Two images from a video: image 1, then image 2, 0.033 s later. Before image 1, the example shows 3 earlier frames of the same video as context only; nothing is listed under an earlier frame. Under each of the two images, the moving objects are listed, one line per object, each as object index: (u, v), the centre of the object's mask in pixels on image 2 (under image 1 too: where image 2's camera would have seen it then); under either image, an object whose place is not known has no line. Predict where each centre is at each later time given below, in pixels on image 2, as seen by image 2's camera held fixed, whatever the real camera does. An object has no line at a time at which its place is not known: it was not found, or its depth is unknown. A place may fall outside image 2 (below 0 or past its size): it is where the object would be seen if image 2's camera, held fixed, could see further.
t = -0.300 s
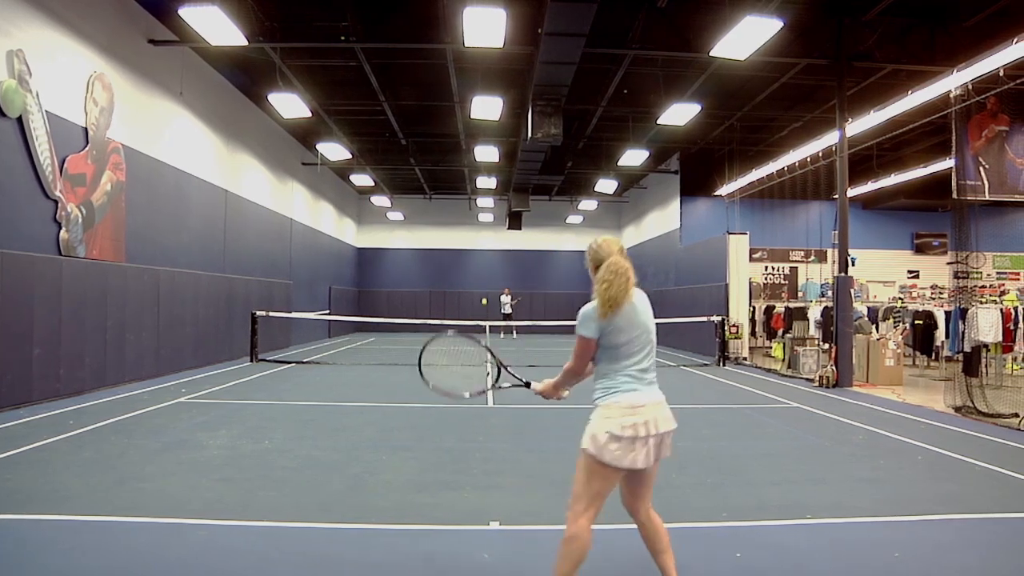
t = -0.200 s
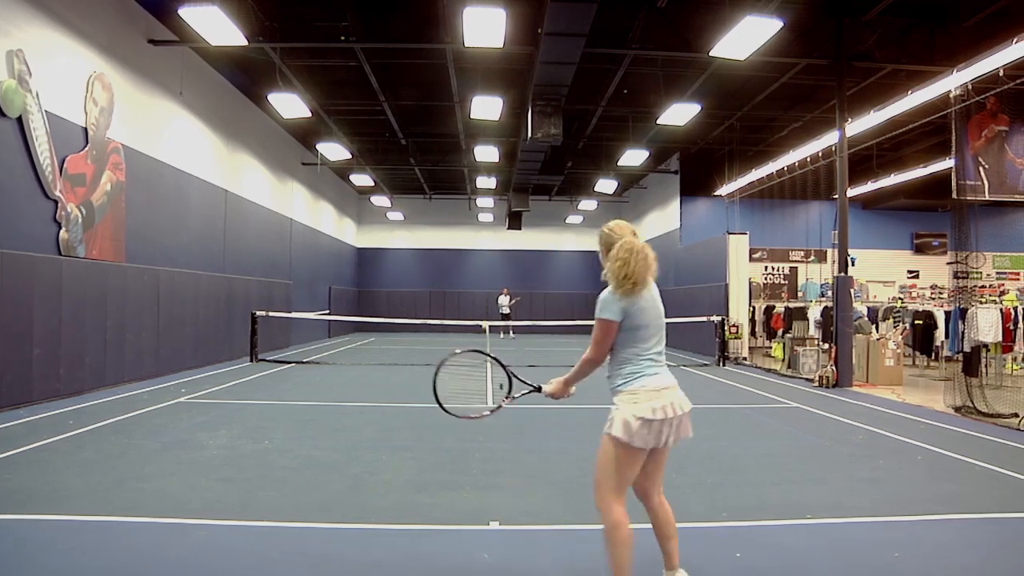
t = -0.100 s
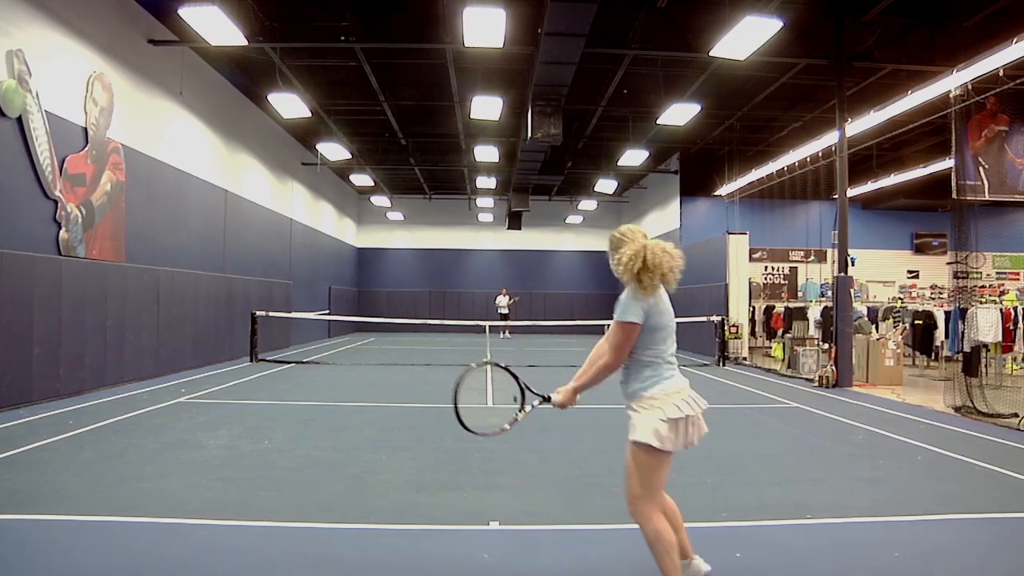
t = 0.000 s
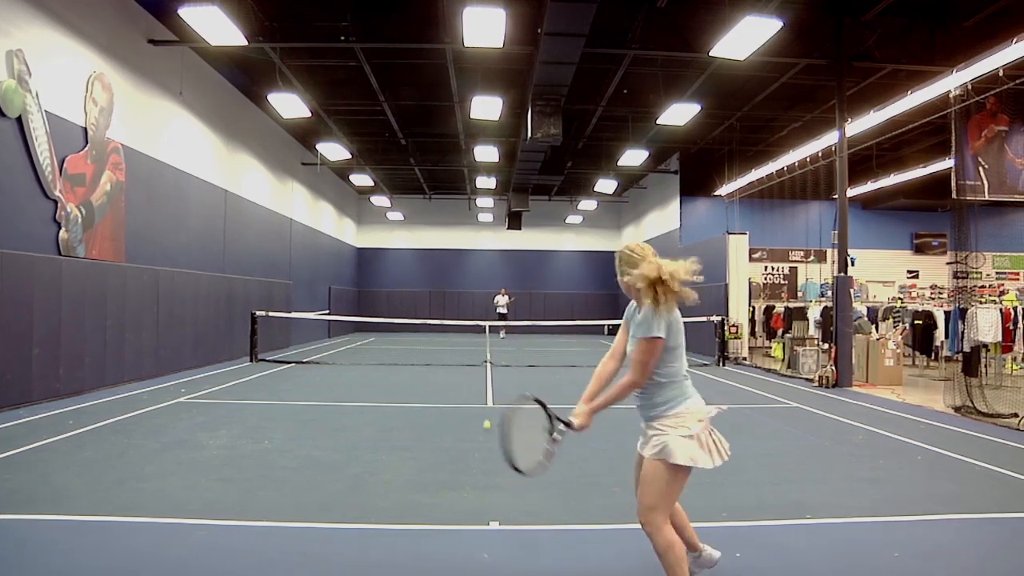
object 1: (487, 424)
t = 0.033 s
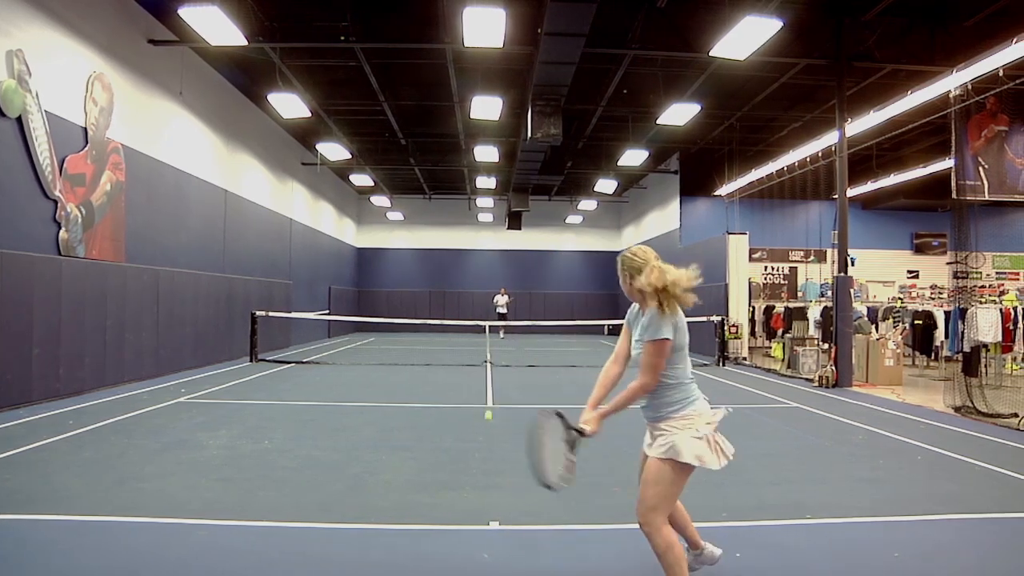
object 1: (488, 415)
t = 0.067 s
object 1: (490, 405)
